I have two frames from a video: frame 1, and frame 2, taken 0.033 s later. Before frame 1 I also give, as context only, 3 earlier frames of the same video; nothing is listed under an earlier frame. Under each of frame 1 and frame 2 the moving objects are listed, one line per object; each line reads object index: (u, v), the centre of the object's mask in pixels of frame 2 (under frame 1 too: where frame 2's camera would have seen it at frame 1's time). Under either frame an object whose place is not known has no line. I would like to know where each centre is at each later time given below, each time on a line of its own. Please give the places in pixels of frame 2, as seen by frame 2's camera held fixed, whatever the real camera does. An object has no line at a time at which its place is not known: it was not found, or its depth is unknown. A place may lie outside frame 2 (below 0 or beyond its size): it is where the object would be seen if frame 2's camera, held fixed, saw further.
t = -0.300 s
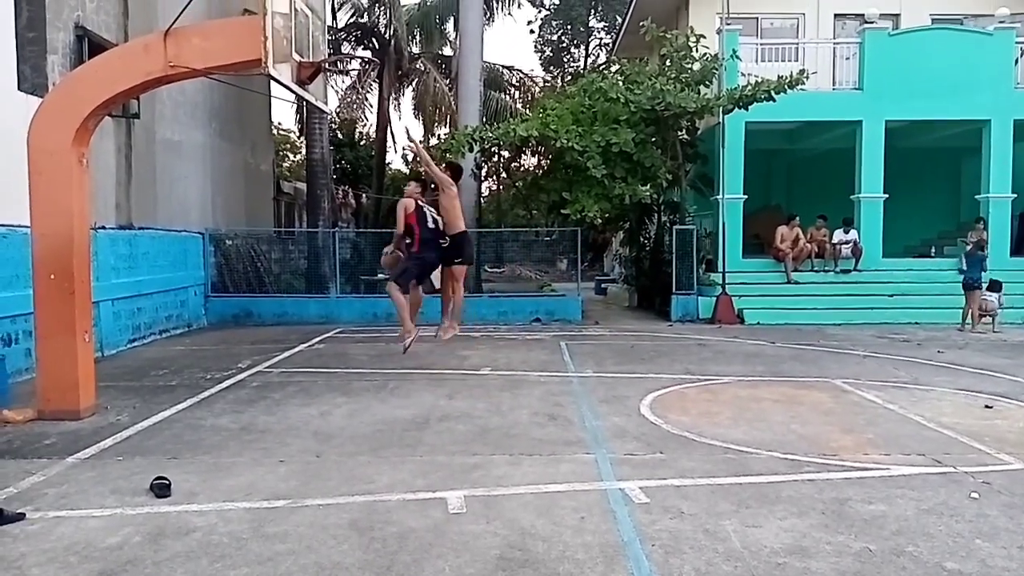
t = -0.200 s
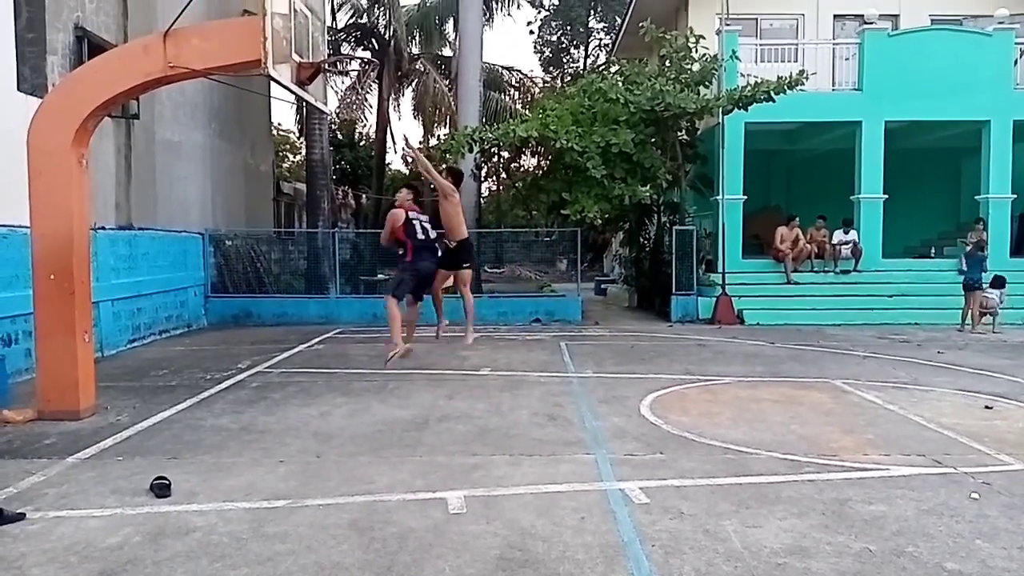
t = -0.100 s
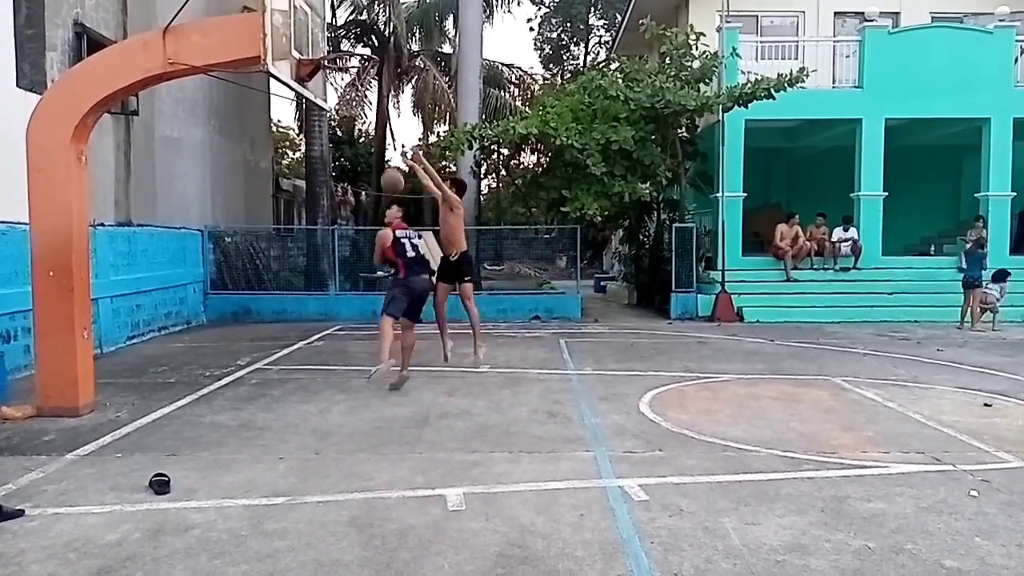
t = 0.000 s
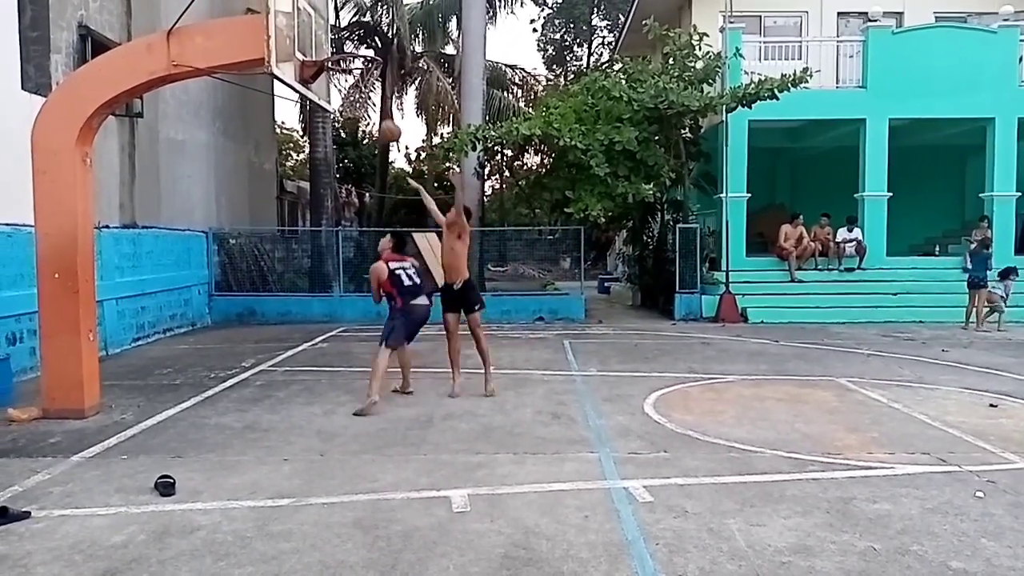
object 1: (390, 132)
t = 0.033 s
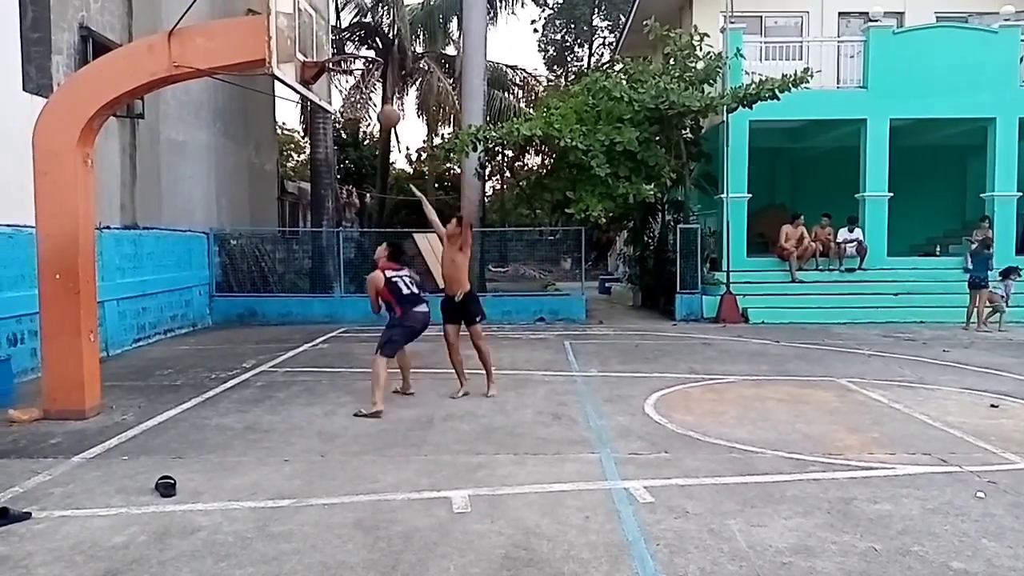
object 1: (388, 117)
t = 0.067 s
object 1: (387, 102)
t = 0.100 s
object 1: (385, 87)
